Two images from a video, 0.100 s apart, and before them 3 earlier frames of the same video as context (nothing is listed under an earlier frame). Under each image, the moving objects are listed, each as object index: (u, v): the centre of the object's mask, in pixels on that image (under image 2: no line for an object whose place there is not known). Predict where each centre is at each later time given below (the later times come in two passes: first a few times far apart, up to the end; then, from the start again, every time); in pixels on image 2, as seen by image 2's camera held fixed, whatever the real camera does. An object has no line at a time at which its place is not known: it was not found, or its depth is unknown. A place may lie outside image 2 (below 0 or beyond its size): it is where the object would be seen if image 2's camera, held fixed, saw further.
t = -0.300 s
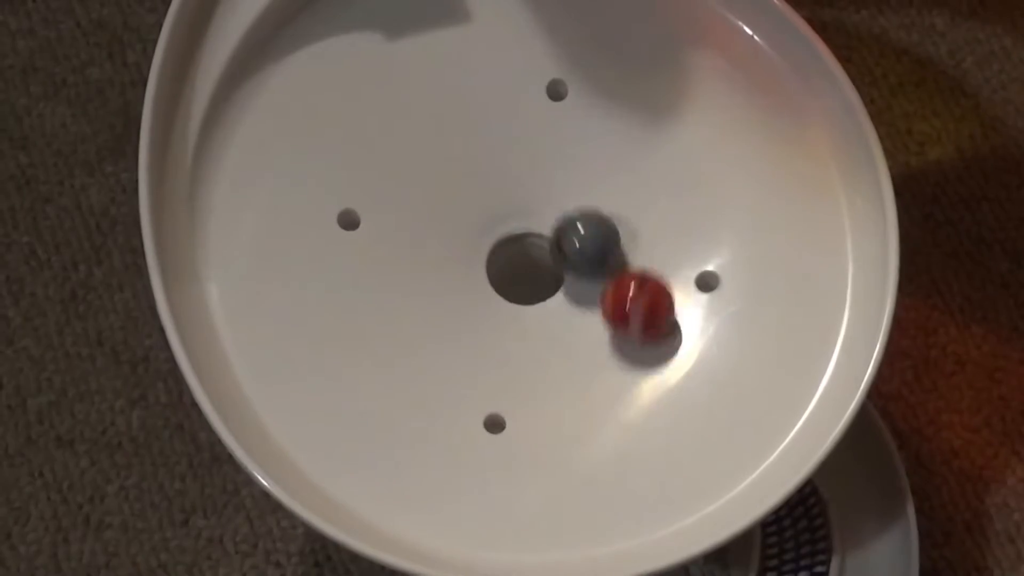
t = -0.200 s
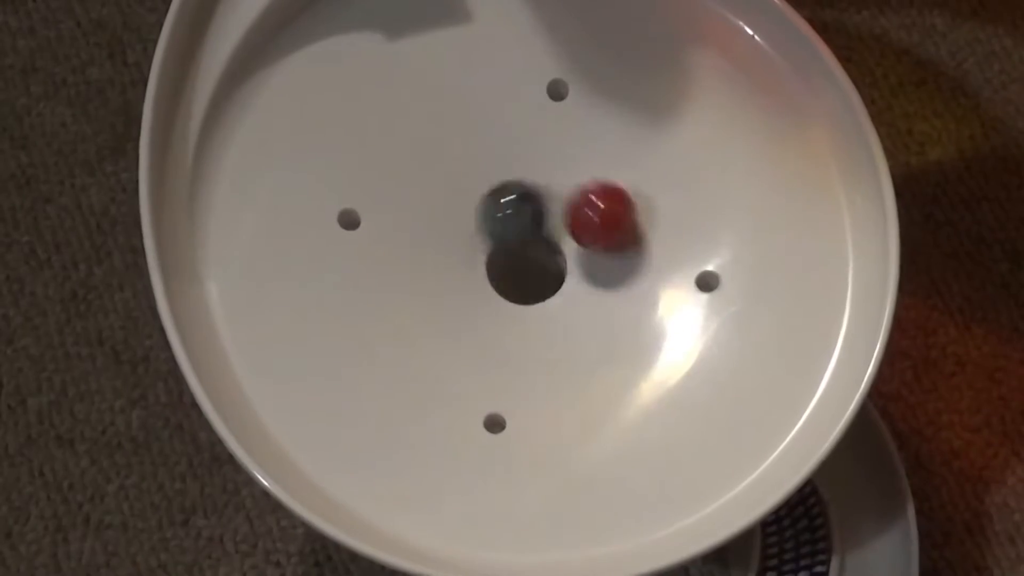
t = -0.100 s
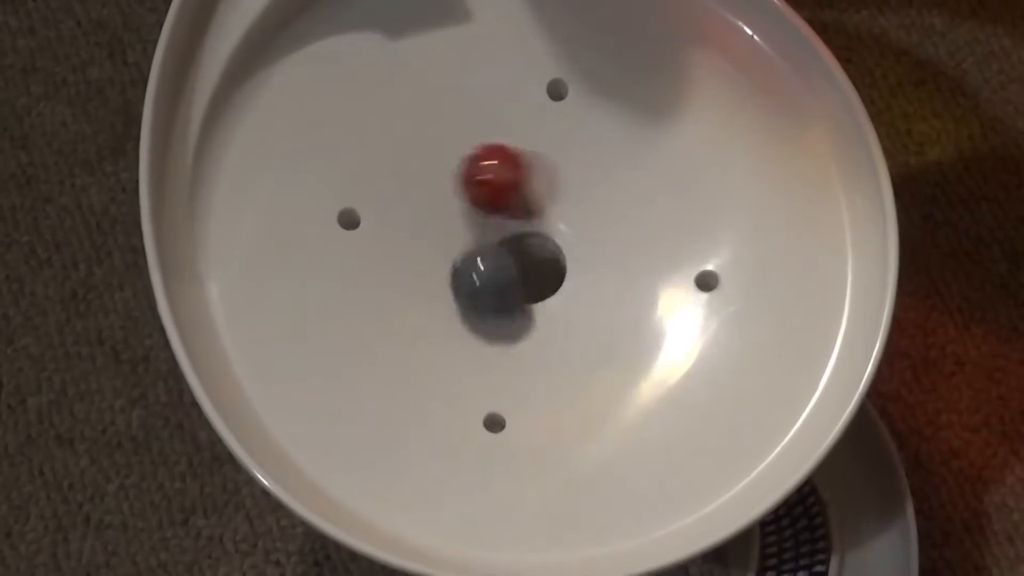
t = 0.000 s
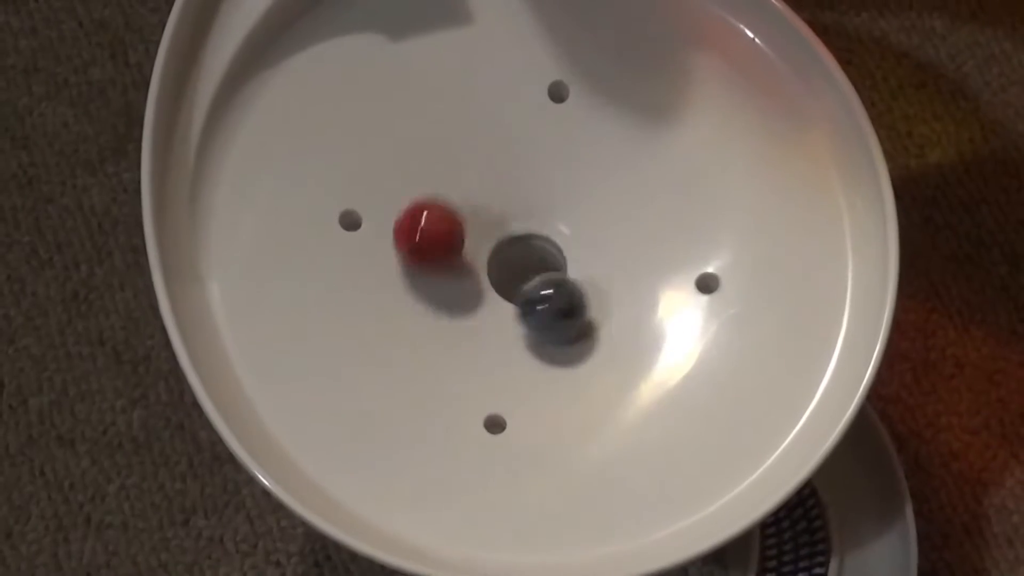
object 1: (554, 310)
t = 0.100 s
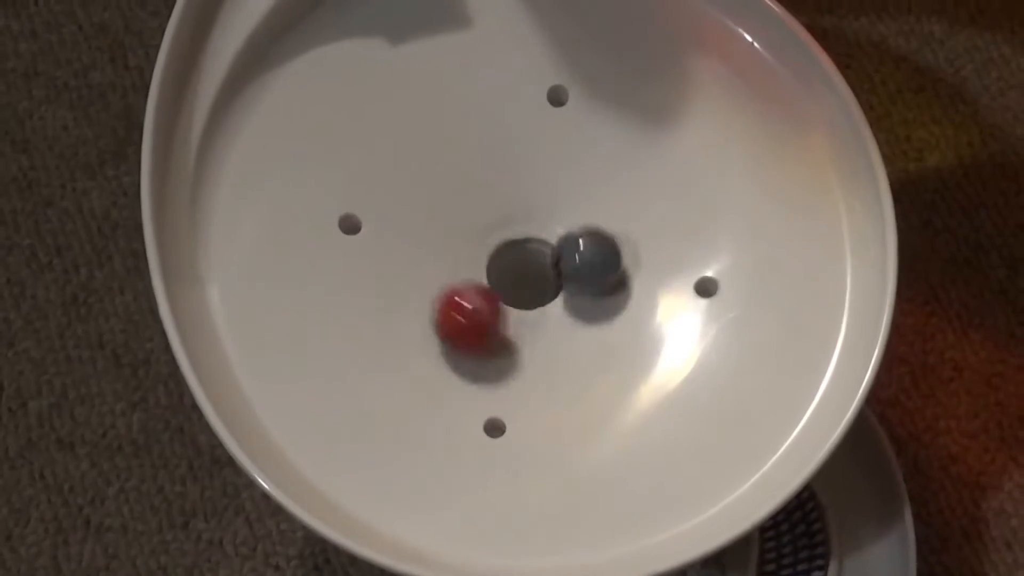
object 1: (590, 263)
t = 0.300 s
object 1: (485, 276)
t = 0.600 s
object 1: (528, 222)
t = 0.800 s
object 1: (548, 290)
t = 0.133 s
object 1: (580, 242)
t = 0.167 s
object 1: (562, 226)
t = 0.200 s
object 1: (535, 223)
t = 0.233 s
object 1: (502, 232)
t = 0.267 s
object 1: (483, 244)
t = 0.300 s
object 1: (485, 276)
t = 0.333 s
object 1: (498, 296)
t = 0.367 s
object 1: (521, 309)
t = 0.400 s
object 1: (544, 310)
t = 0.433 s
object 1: (566, 299)
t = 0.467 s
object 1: (584, 282)
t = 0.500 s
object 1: (585, 259)
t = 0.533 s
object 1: (576, 240)
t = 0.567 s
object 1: (555, 226)
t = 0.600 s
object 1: (528, 222)
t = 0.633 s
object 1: (500, 234)
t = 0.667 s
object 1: (482, 254)
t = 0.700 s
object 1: (483, 275)
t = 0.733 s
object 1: (501, 291)
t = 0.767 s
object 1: (524, 296)
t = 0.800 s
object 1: (548, 290)
